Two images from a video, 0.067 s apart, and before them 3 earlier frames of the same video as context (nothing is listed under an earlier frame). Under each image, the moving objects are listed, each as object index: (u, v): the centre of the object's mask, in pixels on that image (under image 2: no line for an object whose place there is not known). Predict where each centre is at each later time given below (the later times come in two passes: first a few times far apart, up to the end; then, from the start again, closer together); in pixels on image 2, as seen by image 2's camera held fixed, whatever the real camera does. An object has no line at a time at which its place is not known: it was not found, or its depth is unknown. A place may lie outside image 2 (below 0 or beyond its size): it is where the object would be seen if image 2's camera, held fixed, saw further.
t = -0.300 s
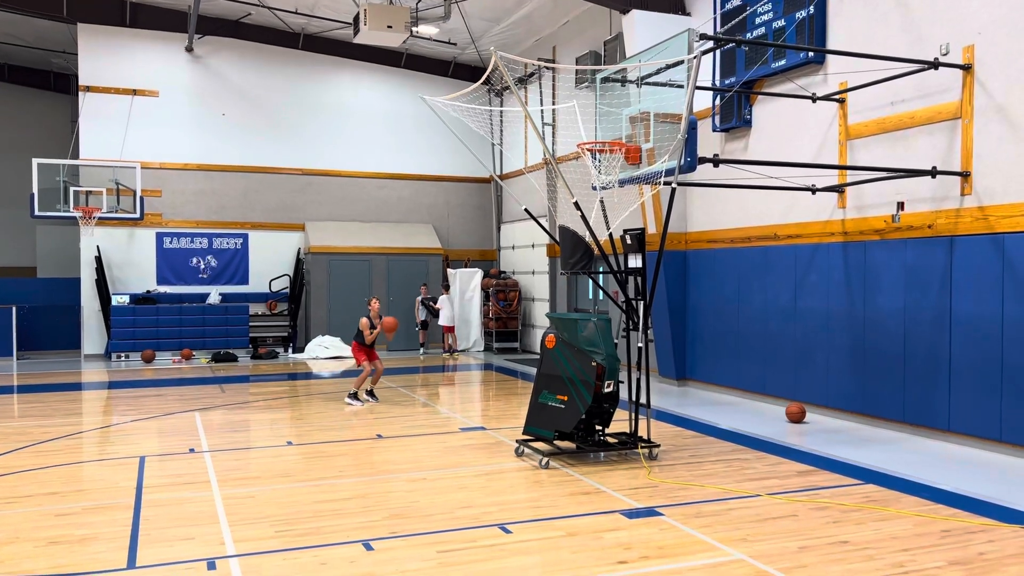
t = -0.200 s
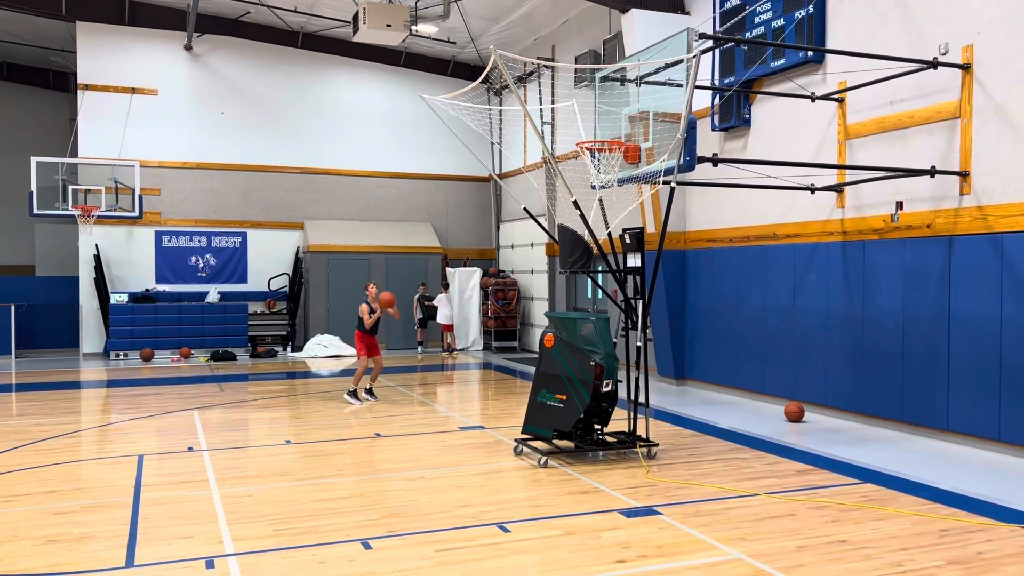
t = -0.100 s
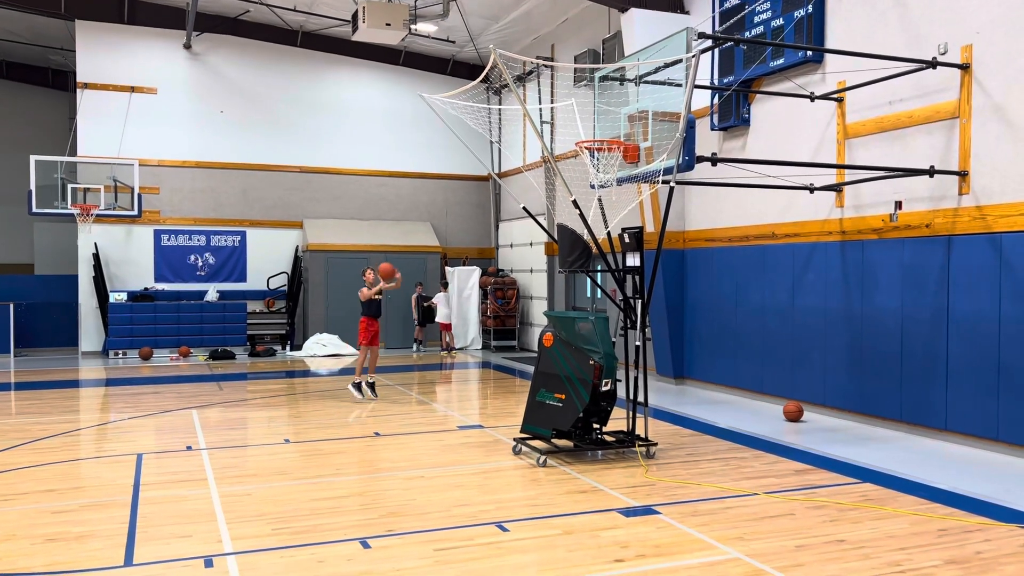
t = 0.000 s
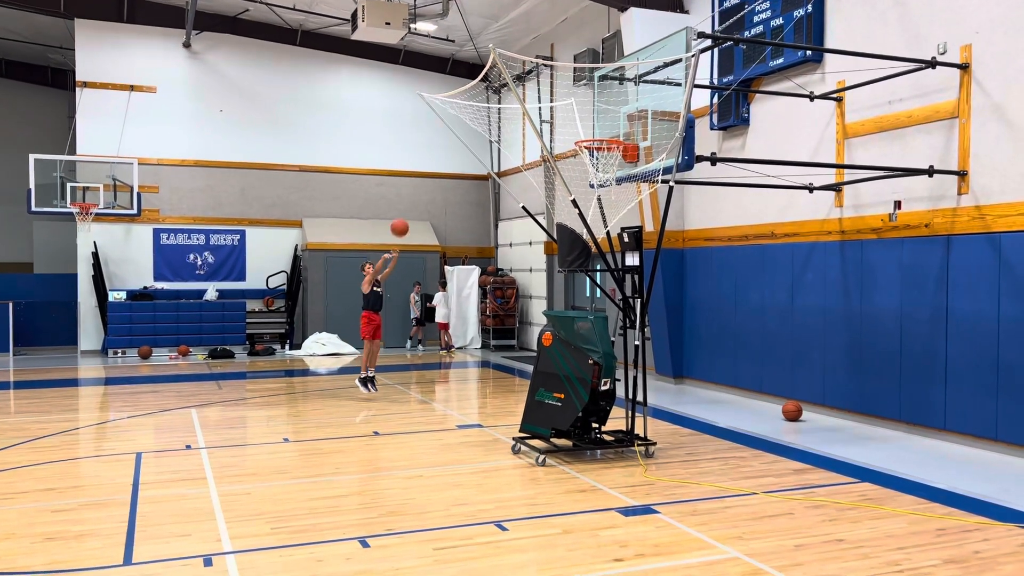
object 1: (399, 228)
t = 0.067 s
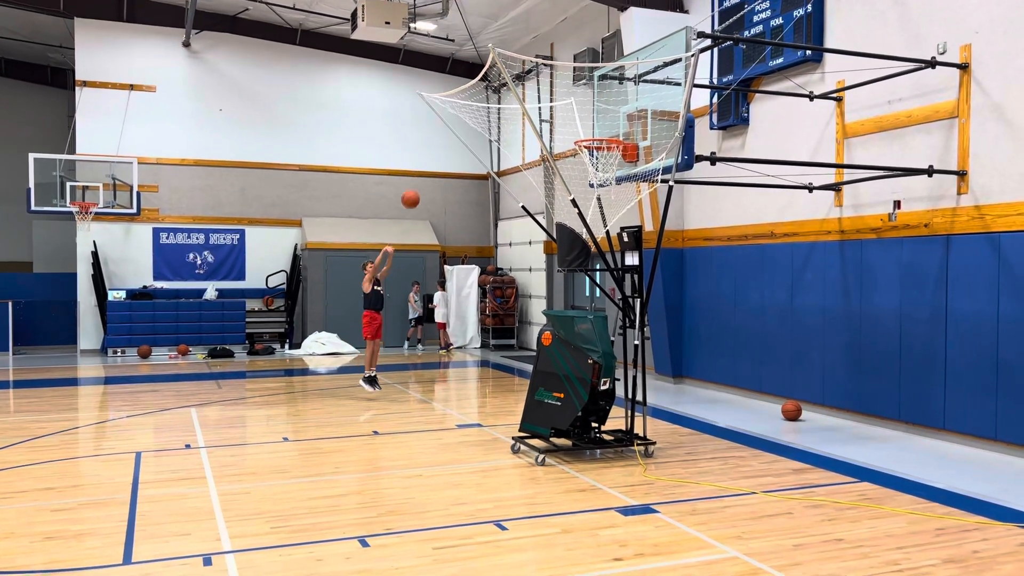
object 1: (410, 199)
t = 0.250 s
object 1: (443, 134)
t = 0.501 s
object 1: (493, 80)
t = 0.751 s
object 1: (551, 74)
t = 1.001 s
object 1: (616, 127)
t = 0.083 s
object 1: (413, 192)
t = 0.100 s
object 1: (416, 186)
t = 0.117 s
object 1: (419, 180)
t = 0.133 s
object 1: (422, 173)
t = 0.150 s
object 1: (425, 167)
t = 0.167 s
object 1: (428, 161)
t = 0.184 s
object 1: (431, 155)
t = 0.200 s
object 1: (434, 150)
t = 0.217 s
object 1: (437, 144)
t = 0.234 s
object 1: (440, 139)
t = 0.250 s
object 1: (443, 134)
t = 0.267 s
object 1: (445, 130)
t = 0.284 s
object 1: (450, 123)
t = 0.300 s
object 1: (453, 119)
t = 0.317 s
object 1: (454, 118)
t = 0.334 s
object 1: (459, 112)
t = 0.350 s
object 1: (462, 107)
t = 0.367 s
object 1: (465, 103)
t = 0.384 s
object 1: (469, 99)
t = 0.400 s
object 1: (472, 95)
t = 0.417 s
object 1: (476, 93)
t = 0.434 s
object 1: (479, 91)
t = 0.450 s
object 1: (483, 87)
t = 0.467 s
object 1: (486, 84)
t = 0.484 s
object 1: (490, 82)
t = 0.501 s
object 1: (493, 80)
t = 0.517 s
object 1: (496, 78)
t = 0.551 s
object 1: (503, 75)
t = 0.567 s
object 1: (508, 73)
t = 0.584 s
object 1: (513, 69)
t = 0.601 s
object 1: (516, 70)
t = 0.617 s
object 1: (519, 70)
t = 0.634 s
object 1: (523, 70)
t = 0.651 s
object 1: (526, 70)
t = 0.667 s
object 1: (530, 70)
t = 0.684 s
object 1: (535, 70)
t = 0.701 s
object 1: (538, 71)
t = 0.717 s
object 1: (542, 72)
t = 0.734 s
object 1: (546, 72)
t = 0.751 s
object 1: (551, 74)
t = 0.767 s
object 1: (554, 75)
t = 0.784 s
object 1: (558, 77)
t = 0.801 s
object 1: (562, 79)
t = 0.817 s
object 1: (566, 82)
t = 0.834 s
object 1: (571, 84)
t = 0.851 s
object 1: (576, 87)
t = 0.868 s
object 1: (580, 90)
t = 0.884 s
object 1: (584, 94)
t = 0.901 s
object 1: (589, 98)
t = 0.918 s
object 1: (593, 102)
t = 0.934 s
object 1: (598, 107)
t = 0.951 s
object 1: (603, 111)
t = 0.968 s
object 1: (607, 117)
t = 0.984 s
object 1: (612, 122)
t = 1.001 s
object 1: (616, 127)
